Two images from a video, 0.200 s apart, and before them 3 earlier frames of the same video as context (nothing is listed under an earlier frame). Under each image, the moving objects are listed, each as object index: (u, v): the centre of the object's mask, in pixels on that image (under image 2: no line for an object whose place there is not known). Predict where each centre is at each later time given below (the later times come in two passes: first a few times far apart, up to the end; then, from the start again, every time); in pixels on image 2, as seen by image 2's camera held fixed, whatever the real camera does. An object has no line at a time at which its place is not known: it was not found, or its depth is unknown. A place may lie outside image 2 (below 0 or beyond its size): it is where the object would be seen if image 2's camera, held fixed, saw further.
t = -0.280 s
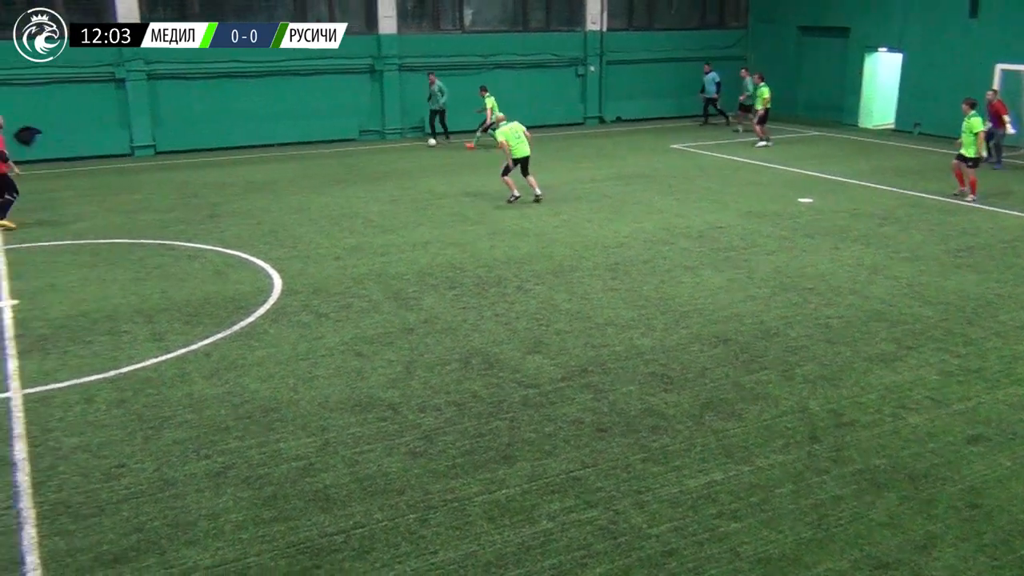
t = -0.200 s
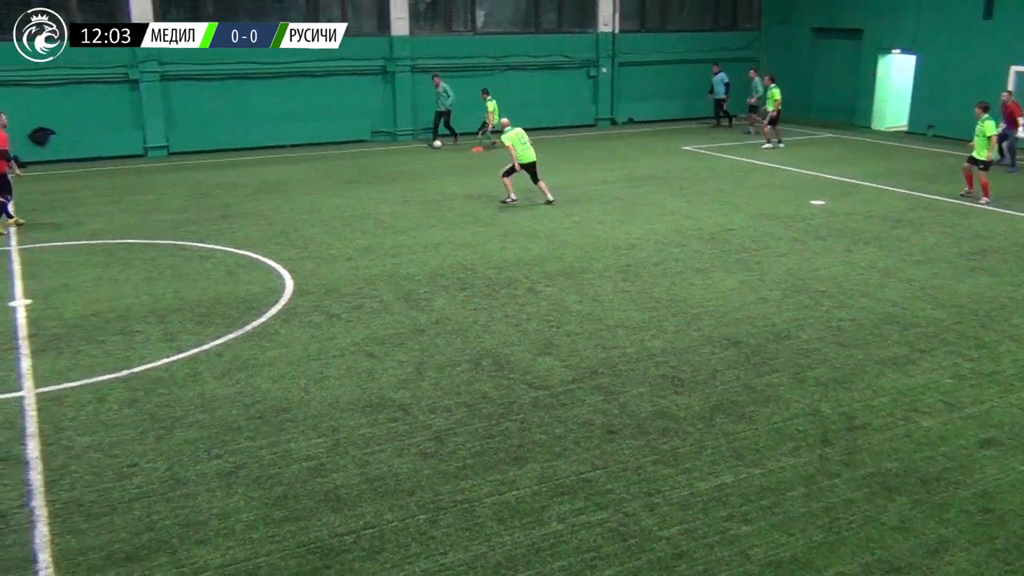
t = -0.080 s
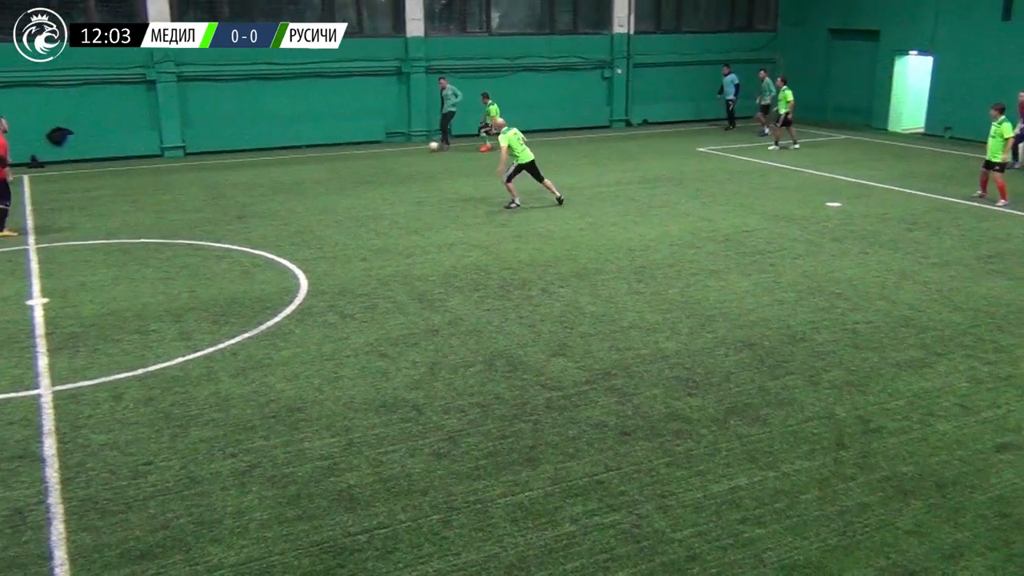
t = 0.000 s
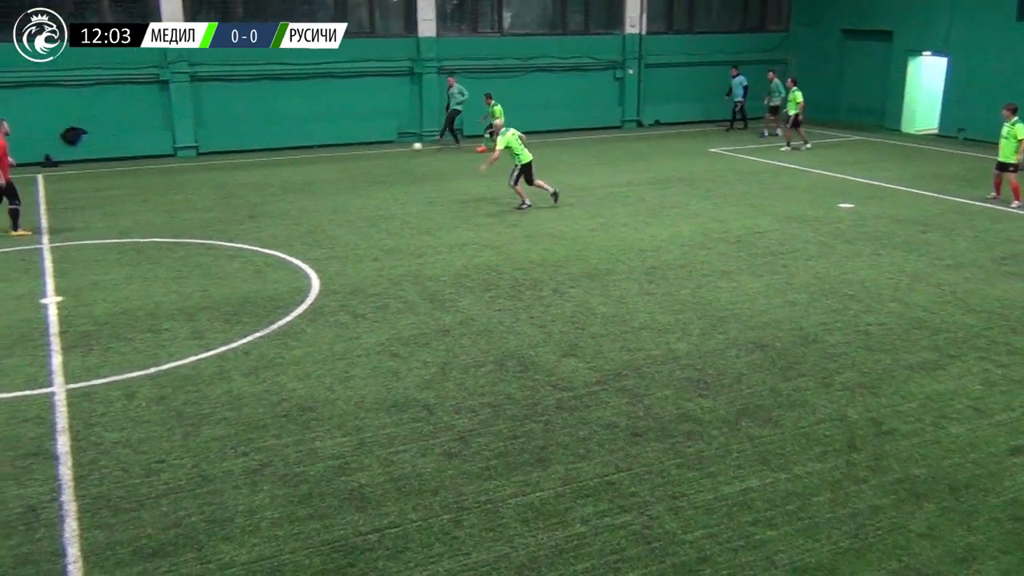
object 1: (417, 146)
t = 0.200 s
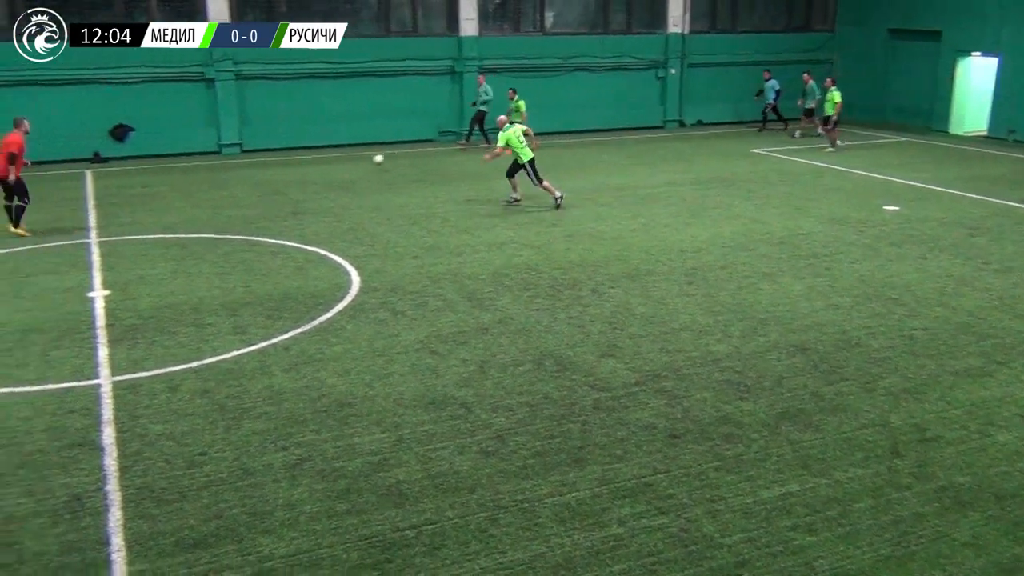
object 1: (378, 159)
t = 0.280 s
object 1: (344, 169)
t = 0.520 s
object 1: (248, 185)
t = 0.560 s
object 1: (231, 190)
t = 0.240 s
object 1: (361, 163)
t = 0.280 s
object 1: (344, 169)
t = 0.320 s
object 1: (326, 177)
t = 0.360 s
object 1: (310, 179)
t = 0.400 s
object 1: (295, 179)
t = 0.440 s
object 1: (280, 180)
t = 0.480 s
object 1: (264, 182)
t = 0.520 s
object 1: (248, 185)
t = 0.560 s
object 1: (231, 190)
